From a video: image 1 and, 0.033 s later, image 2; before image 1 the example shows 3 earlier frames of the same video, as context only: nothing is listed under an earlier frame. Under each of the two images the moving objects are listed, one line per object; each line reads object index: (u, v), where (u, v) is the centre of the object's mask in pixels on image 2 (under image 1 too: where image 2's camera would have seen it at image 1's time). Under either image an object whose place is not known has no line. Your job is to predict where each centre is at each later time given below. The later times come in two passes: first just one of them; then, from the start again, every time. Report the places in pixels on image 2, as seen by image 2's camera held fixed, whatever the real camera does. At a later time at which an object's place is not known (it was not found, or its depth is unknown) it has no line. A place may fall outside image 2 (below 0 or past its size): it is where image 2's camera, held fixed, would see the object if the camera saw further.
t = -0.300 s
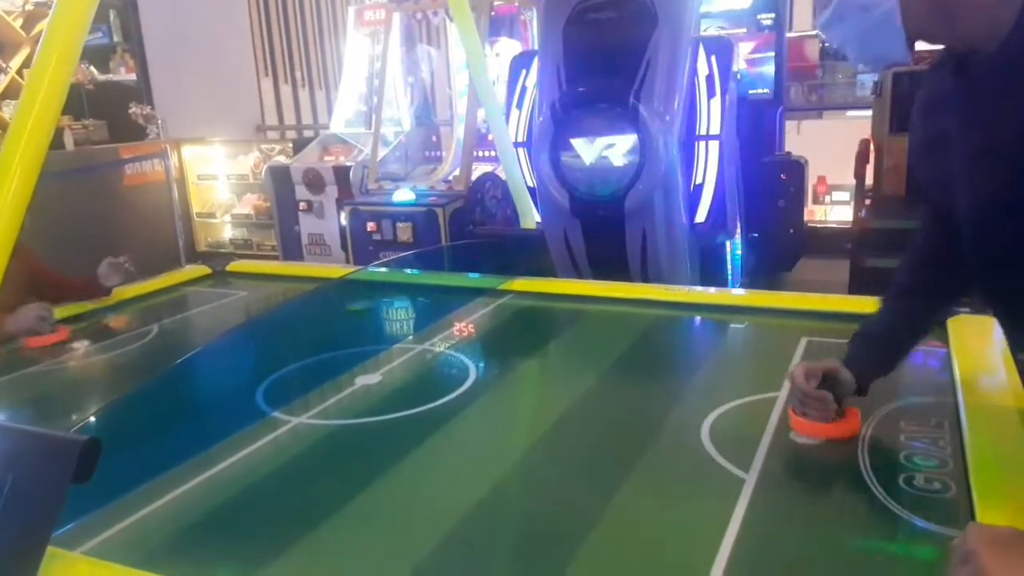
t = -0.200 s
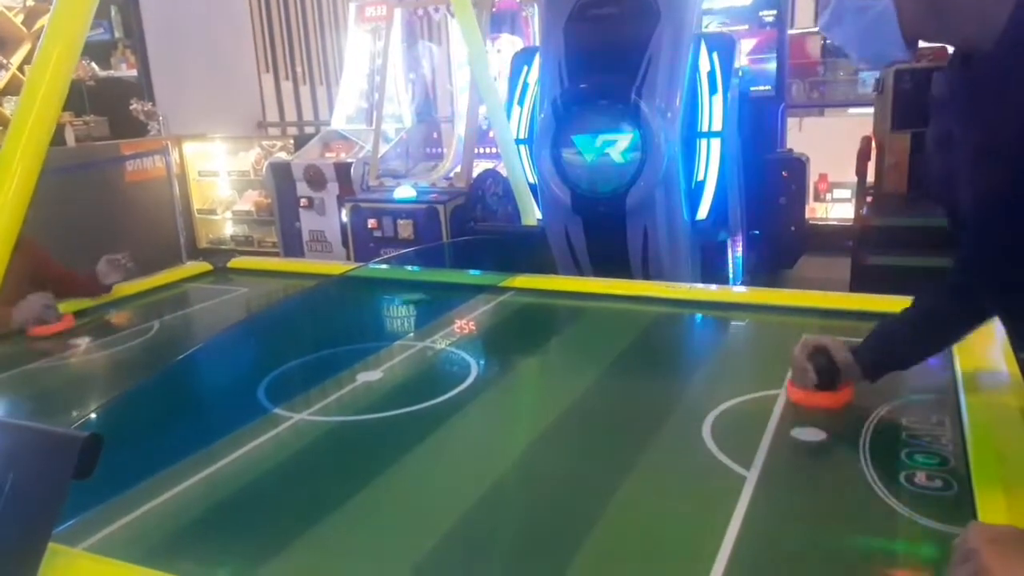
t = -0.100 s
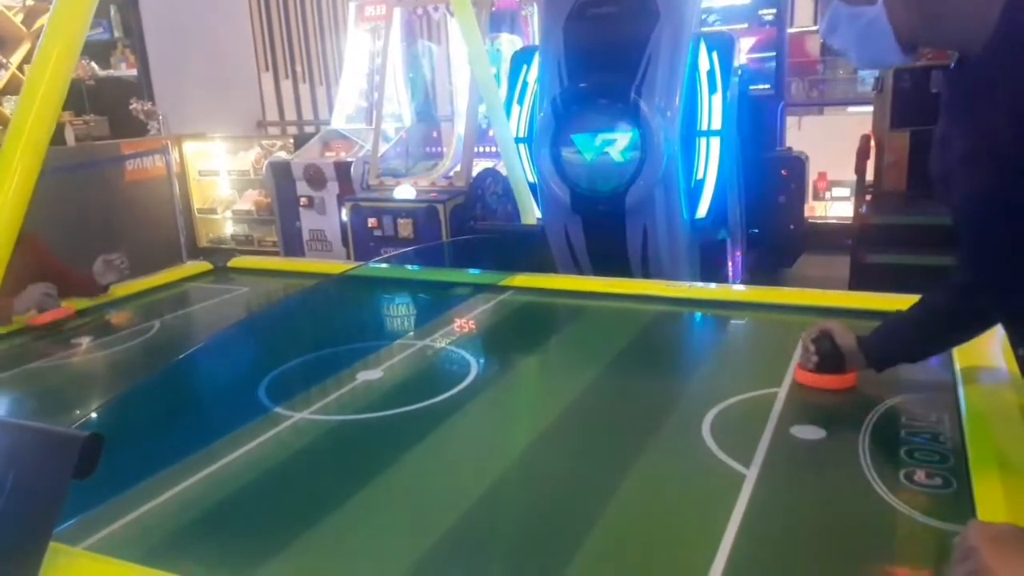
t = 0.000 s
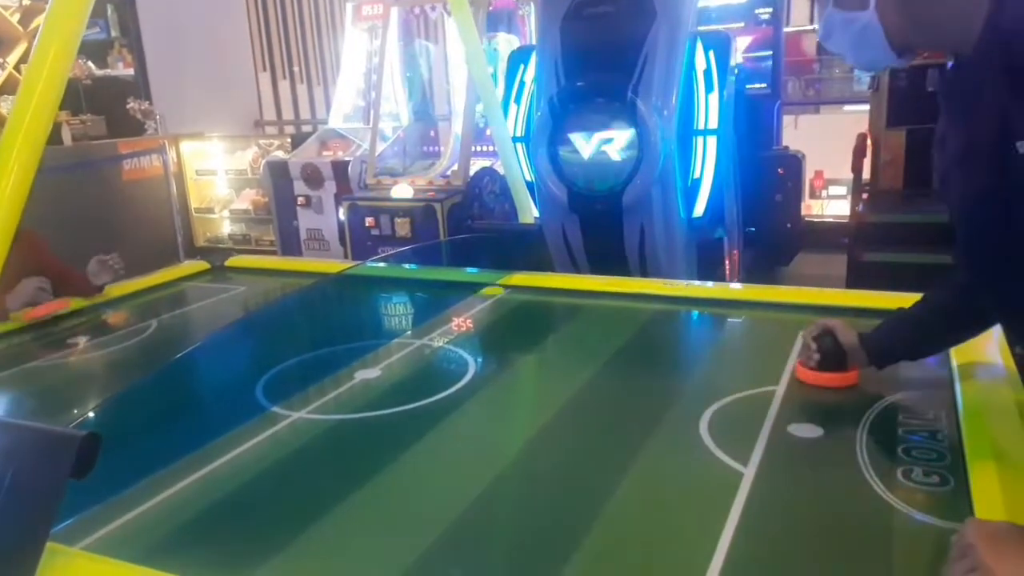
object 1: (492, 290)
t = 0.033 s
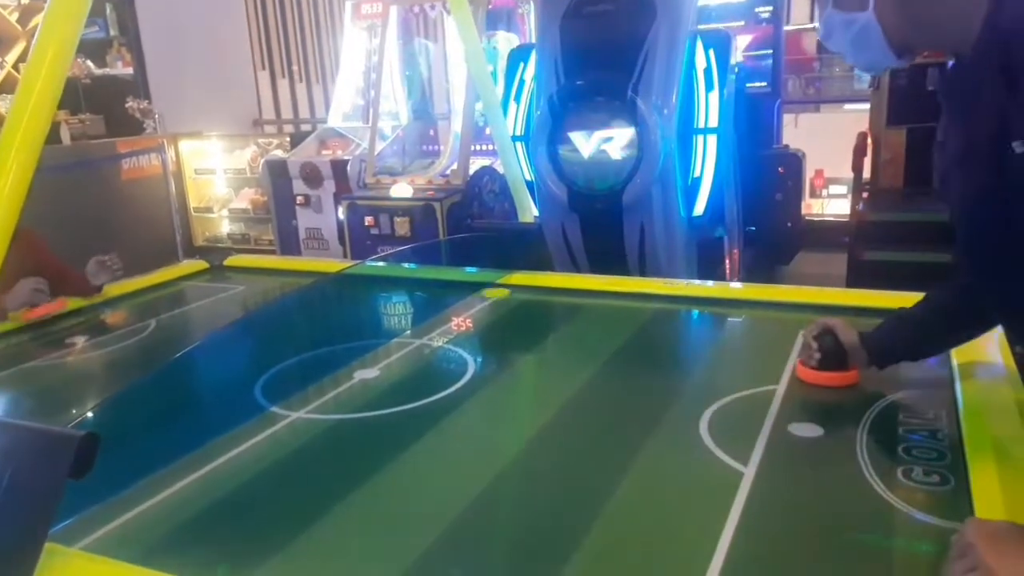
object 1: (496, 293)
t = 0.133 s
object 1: (512, 304)
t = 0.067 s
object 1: (500, 297)
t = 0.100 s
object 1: (507, 301)
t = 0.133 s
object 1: (512, 304)
